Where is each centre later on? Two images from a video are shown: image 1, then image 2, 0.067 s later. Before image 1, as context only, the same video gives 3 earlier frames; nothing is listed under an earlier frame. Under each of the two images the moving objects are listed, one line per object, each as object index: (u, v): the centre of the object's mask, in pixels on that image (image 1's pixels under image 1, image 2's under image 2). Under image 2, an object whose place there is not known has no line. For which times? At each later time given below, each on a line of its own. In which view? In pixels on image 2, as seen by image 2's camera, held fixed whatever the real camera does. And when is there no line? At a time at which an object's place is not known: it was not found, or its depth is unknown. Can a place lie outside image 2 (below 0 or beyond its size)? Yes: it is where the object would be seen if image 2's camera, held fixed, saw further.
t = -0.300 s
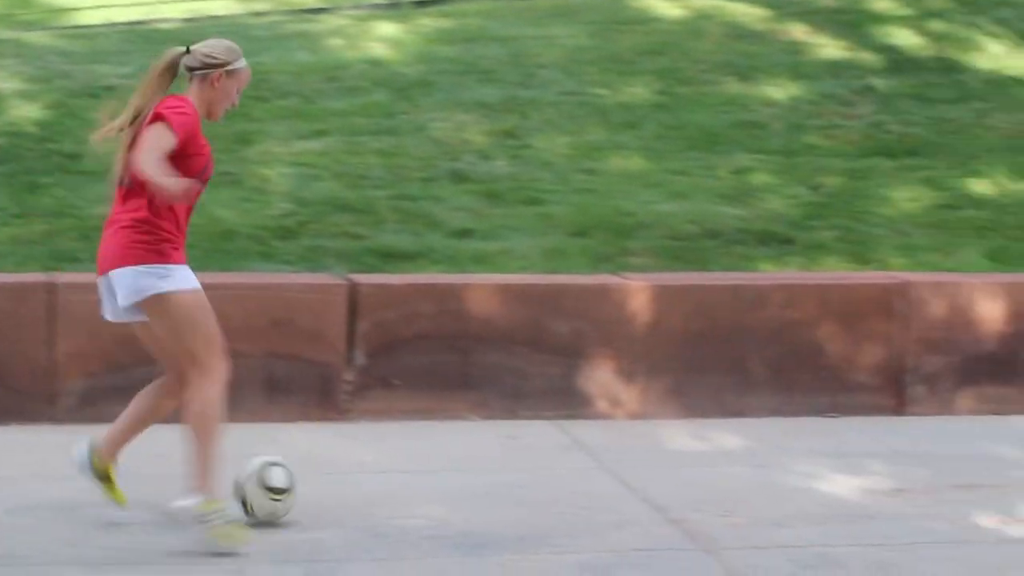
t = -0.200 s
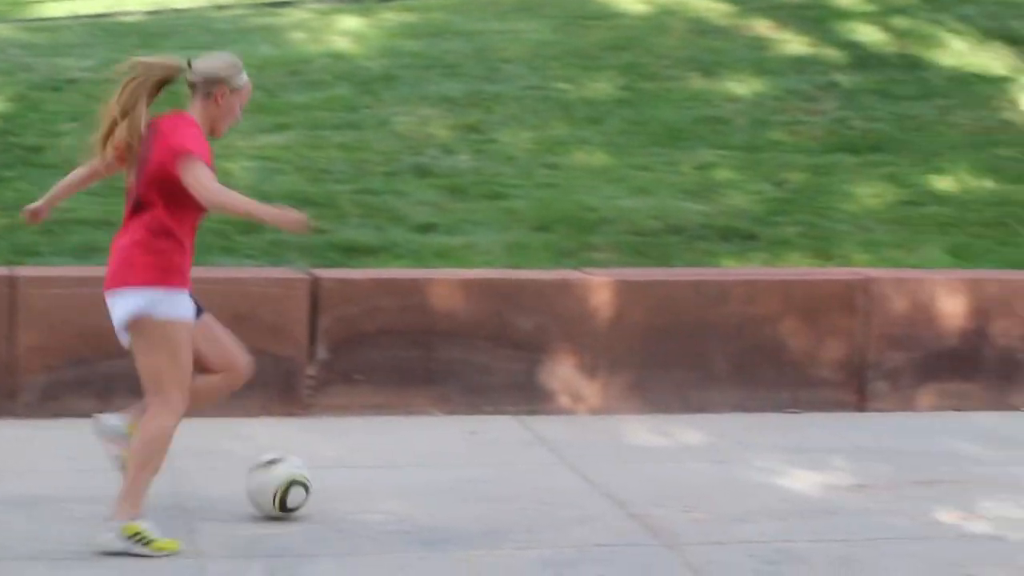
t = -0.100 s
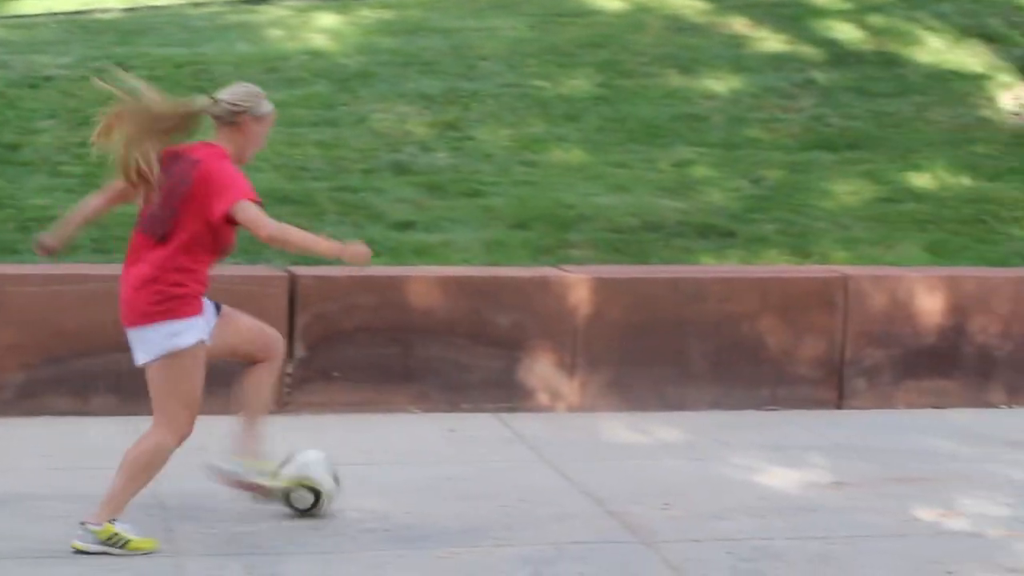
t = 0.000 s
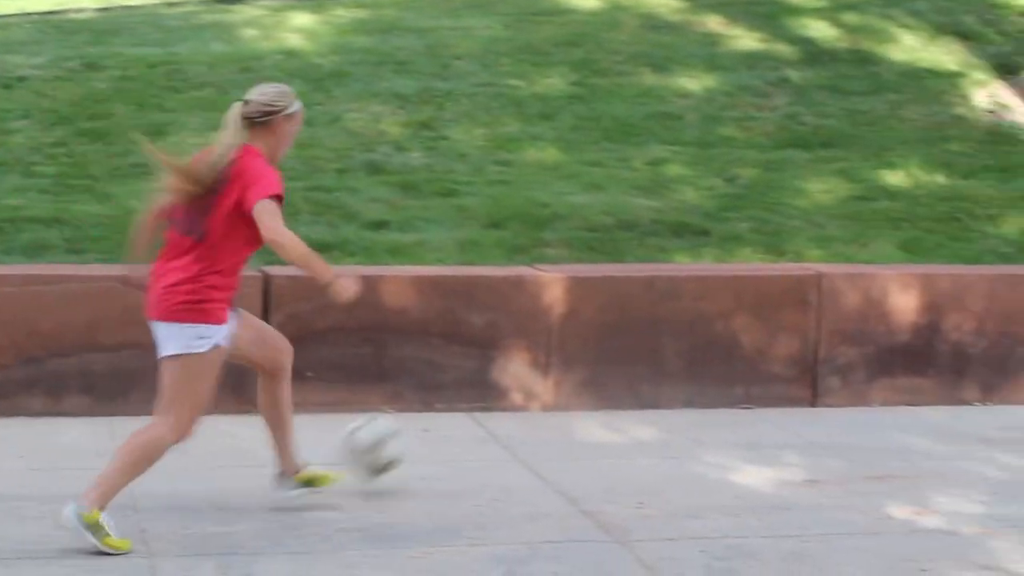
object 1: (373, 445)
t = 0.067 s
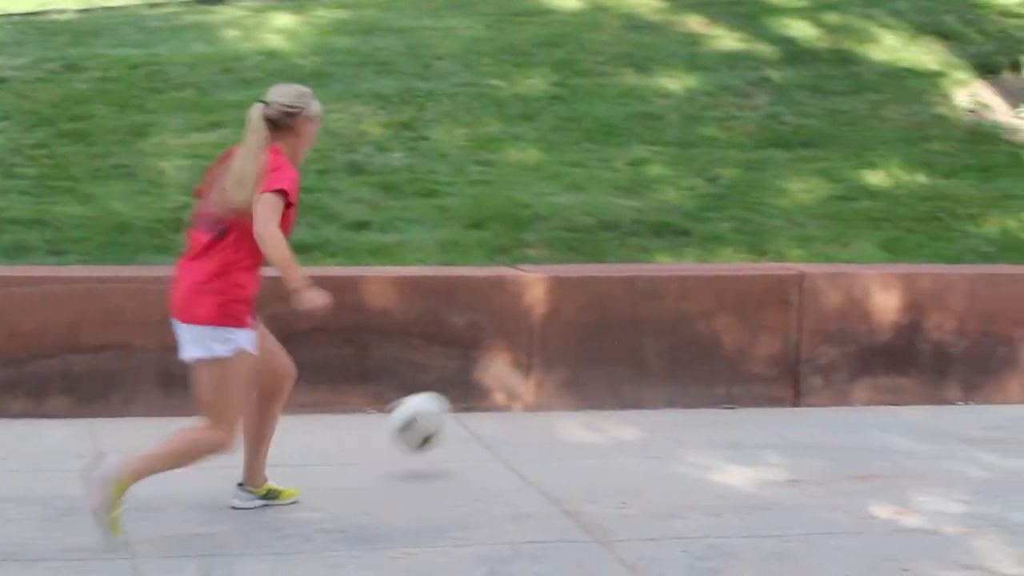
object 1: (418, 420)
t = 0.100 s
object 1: (448, 413)
